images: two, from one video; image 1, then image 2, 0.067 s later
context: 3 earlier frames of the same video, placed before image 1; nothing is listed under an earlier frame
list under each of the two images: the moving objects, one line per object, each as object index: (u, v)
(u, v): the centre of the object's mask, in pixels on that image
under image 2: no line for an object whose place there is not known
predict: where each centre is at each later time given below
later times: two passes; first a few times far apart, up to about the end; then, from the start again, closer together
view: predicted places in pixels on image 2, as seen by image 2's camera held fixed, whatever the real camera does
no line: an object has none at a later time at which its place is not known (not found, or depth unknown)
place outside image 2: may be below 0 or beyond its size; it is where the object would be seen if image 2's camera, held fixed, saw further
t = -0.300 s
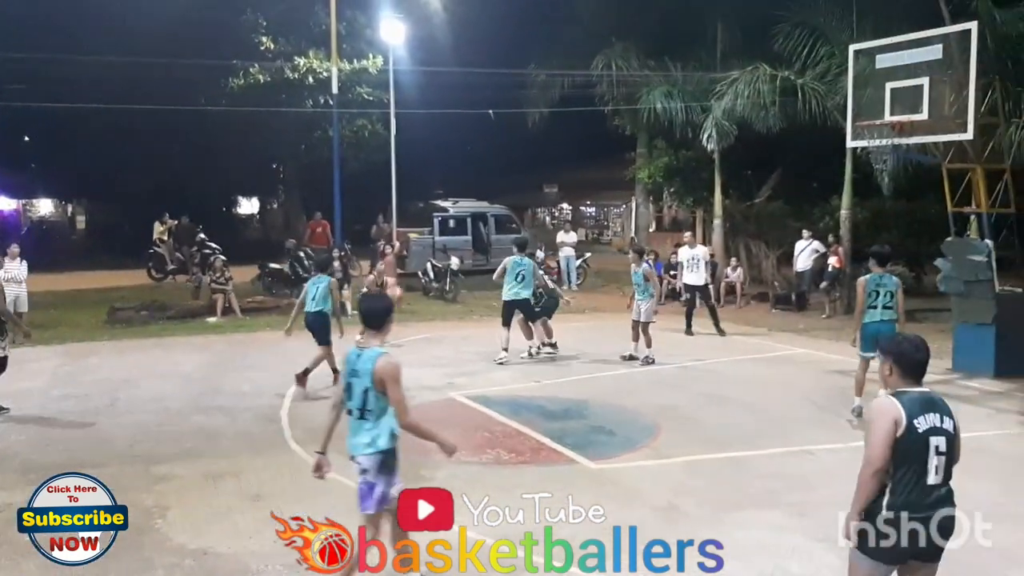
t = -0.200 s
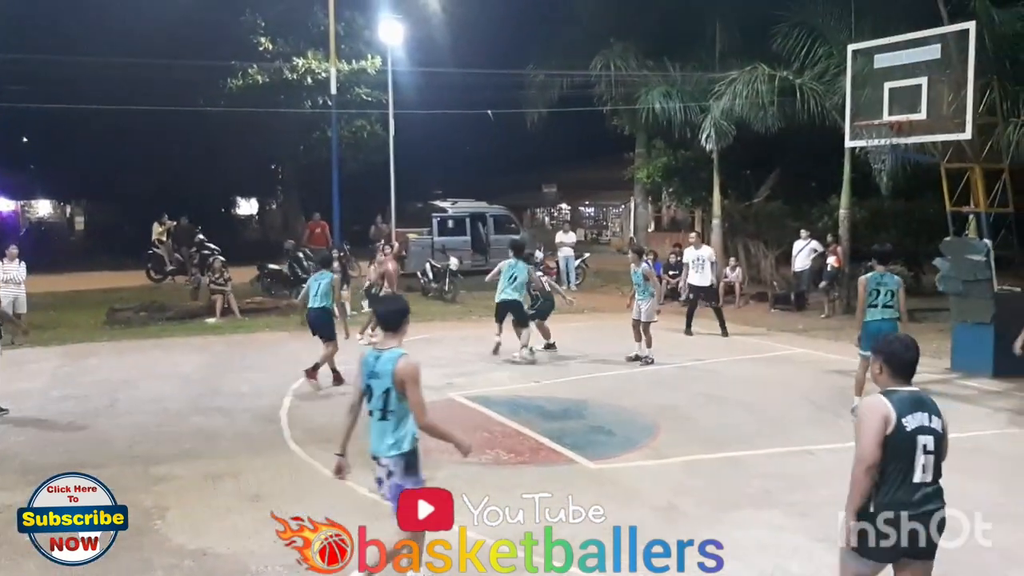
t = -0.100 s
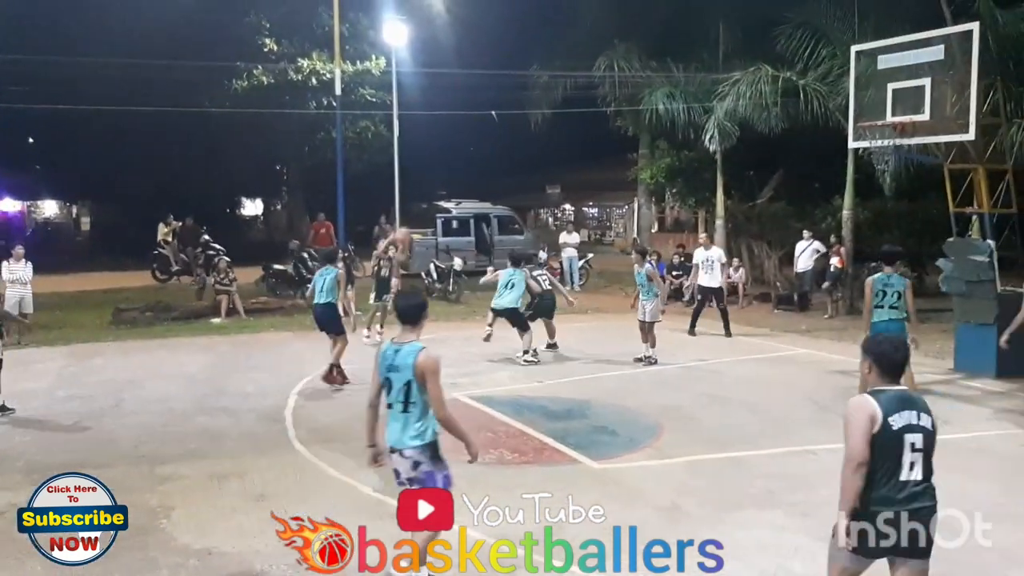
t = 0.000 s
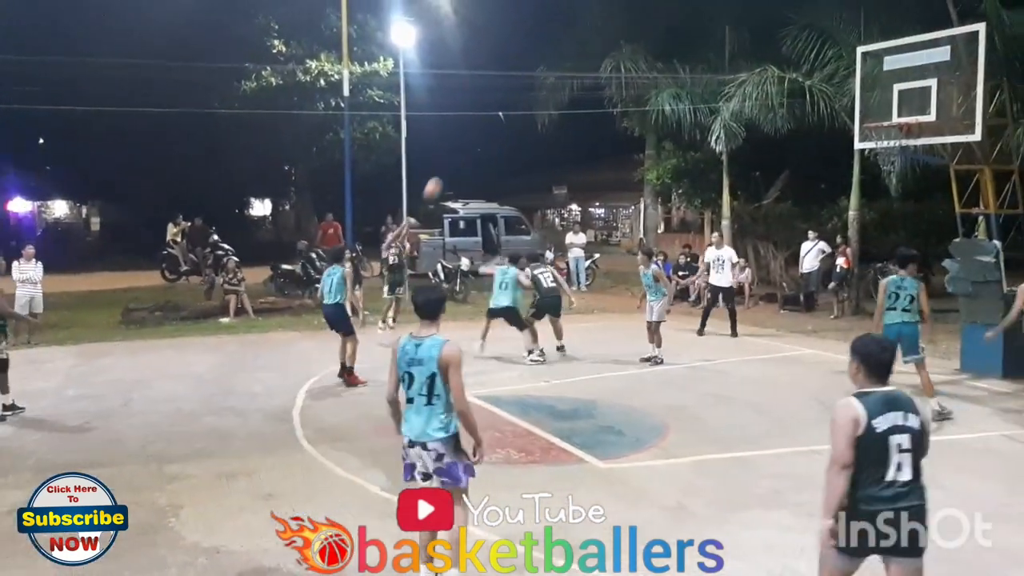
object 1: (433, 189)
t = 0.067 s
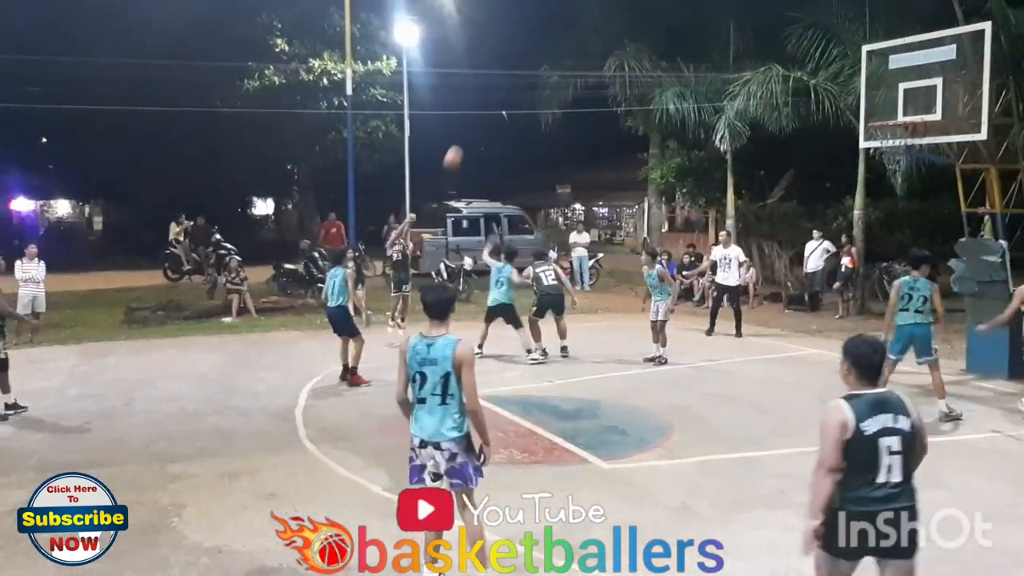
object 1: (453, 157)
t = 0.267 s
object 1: (508, 79)
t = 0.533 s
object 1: (590, 11)
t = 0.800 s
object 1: (681, -11)
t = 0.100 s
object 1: (462, 143)
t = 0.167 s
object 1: (480, 115)
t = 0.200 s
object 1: (490, 102)
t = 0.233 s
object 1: (499, 90)
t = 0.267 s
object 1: (508, 79)
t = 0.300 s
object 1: (518, 68)
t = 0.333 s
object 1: (528, 58)
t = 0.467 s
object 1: (568, 24)
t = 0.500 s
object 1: (579, 17)
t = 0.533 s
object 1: (590, 11)
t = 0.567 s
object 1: (601, 5)
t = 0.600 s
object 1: (611, 1)
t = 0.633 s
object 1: (624, -3)
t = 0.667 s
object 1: (635, -7)
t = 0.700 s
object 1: (647, -9)
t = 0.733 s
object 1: (659, -10)
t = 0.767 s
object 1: (670, -10)
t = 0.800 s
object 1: (681, -11)
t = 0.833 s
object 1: (693, -9)
